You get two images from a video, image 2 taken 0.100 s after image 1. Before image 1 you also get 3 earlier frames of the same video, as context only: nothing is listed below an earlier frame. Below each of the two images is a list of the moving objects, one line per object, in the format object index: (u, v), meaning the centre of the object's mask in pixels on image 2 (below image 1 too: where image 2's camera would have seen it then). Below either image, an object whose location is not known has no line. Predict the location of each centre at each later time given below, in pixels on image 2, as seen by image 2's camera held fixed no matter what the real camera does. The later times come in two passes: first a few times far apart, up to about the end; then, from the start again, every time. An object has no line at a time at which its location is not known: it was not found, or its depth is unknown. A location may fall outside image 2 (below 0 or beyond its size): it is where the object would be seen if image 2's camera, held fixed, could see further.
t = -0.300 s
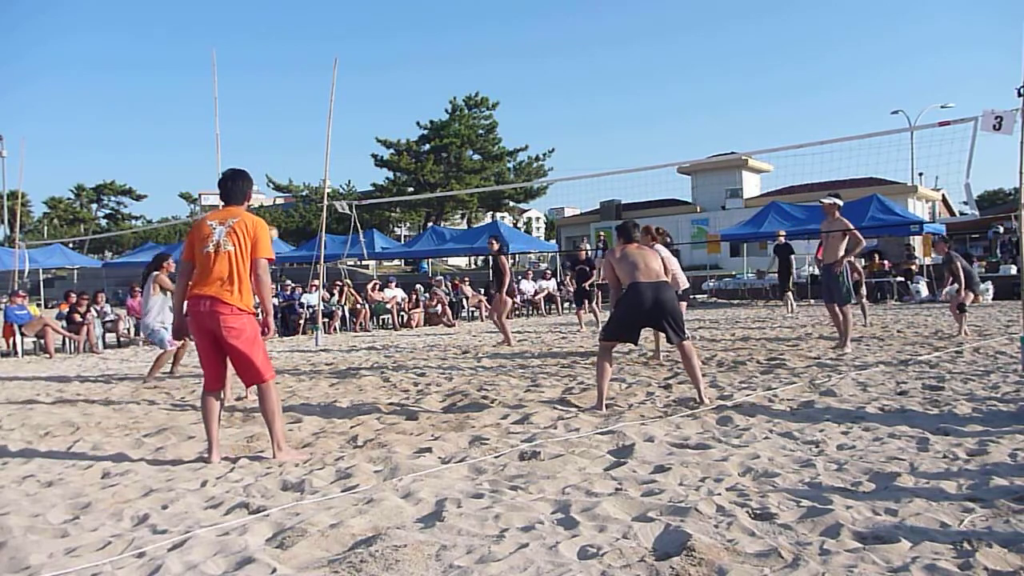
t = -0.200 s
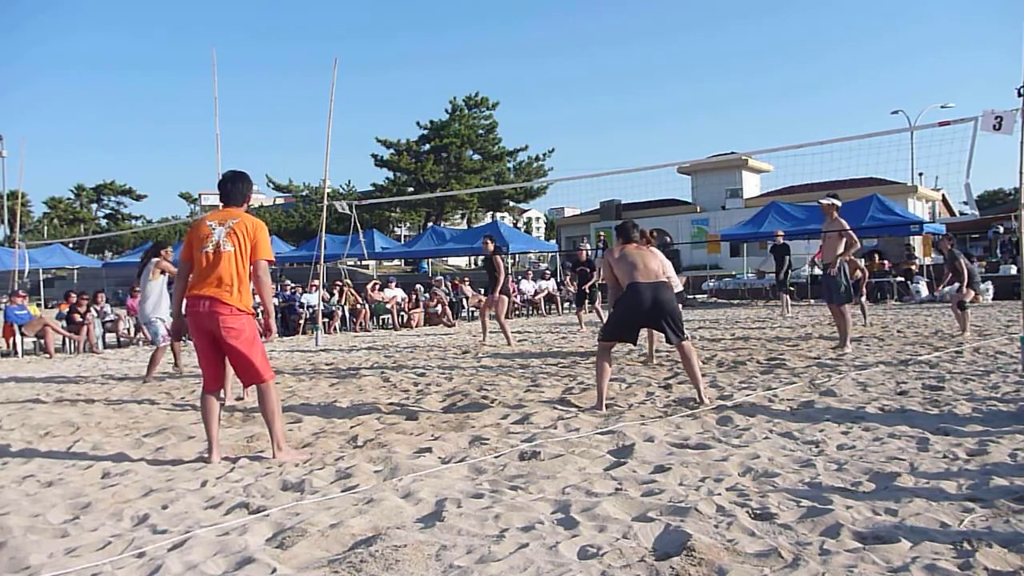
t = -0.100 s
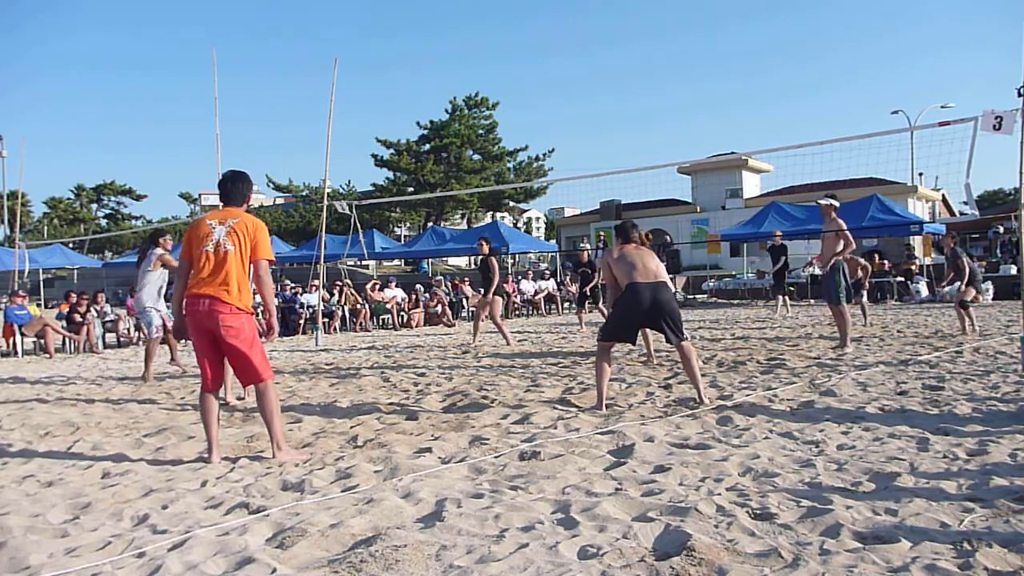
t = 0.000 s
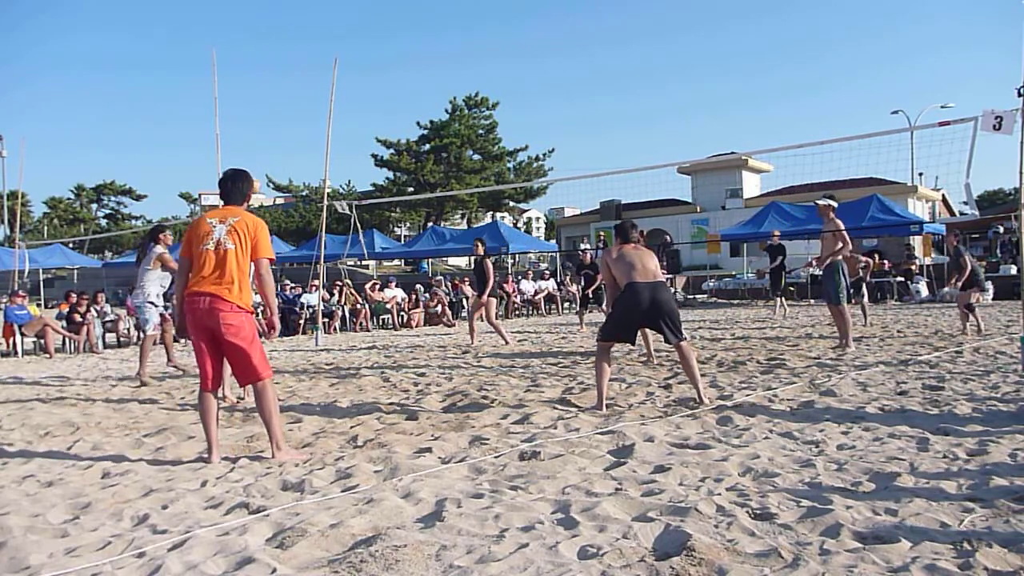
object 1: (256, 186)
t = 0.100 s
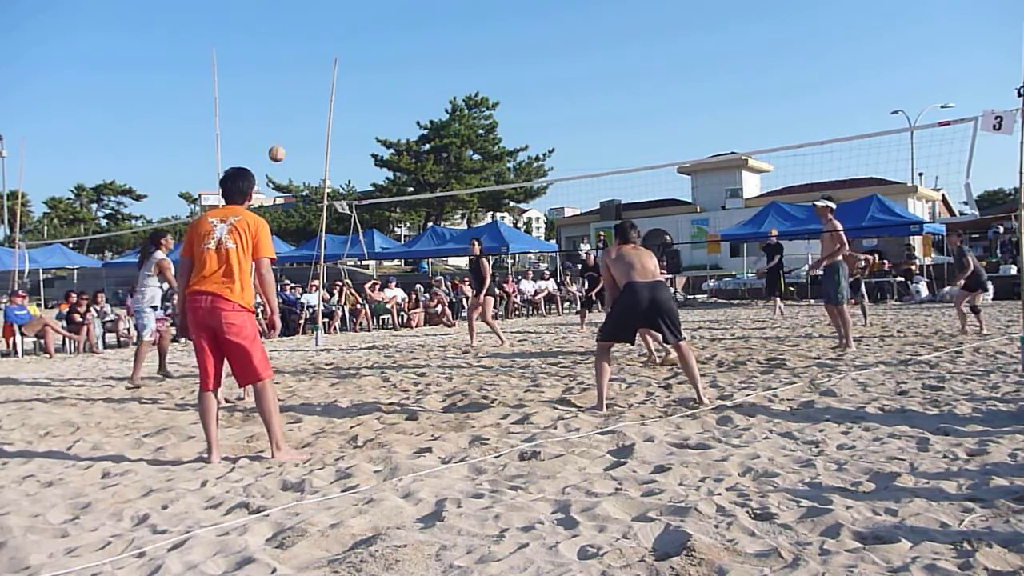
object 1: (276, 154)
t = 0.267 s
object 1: (316, 119)
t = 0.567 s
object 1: (386, 111)
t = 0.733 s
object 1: (424, 134)
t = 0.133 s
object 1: (284, 145)
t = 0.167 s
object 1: (292, 137)
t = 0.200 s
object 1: (300, 130)
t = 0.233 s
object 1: (308, 124)
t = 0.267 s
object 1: (316, 119)
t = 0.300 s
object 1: (324, 115)
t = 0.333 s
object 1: (332, 111)
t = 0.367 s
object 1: (340, 109)
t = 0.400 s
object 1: (347, 107)
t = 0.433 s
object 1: (355, 106)
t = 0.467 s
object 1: (363, 106)
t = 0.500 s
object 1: (371, 107)
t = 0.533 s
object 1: (378, 109)
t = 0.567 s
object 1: (386, 111)
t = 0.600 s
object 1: (394, 114)
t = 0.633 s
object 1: (401, 118)
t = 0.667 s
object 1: (409, 123)
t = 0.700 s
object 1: (416, 128)
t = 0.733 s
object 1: (424, 134)
